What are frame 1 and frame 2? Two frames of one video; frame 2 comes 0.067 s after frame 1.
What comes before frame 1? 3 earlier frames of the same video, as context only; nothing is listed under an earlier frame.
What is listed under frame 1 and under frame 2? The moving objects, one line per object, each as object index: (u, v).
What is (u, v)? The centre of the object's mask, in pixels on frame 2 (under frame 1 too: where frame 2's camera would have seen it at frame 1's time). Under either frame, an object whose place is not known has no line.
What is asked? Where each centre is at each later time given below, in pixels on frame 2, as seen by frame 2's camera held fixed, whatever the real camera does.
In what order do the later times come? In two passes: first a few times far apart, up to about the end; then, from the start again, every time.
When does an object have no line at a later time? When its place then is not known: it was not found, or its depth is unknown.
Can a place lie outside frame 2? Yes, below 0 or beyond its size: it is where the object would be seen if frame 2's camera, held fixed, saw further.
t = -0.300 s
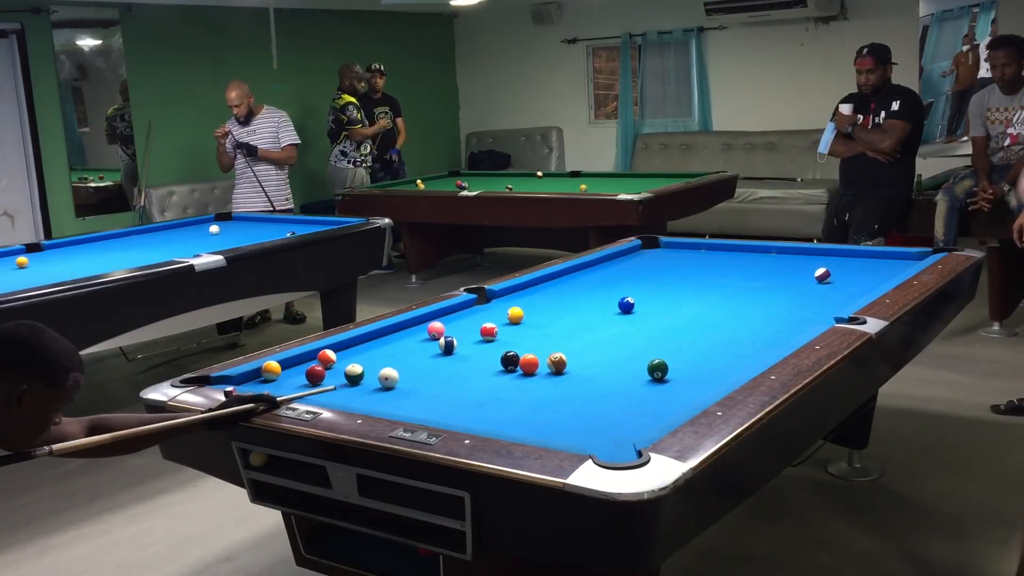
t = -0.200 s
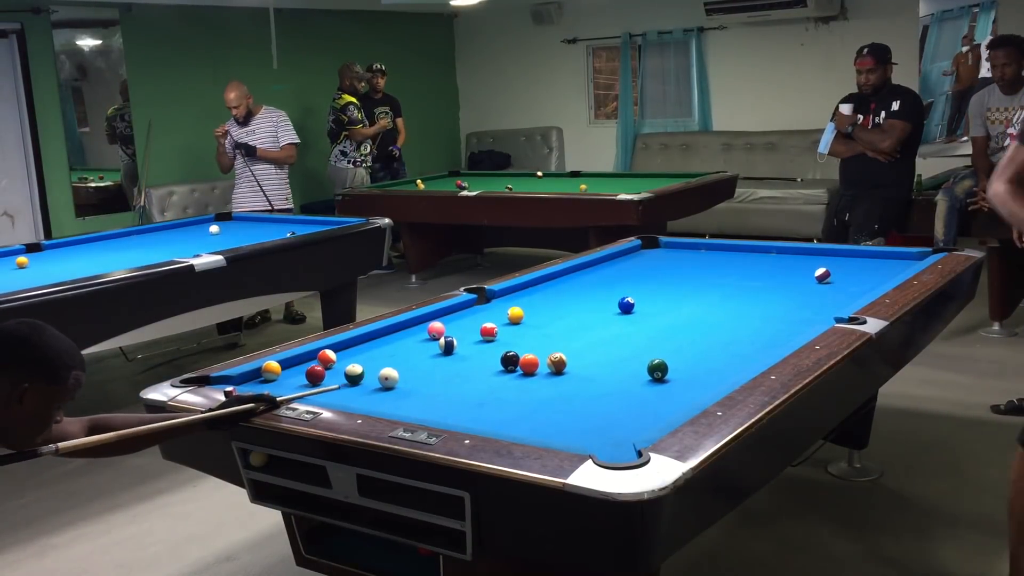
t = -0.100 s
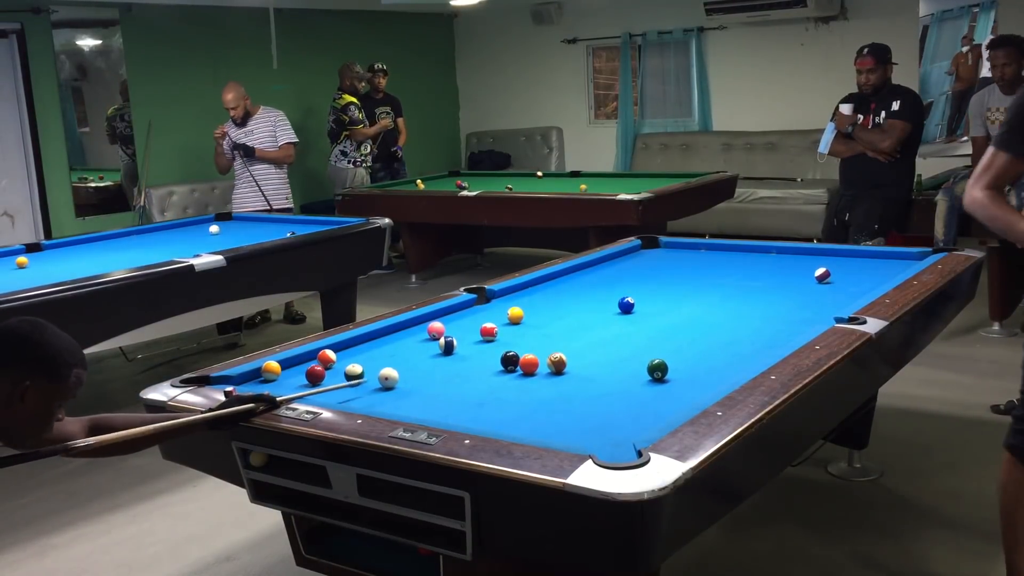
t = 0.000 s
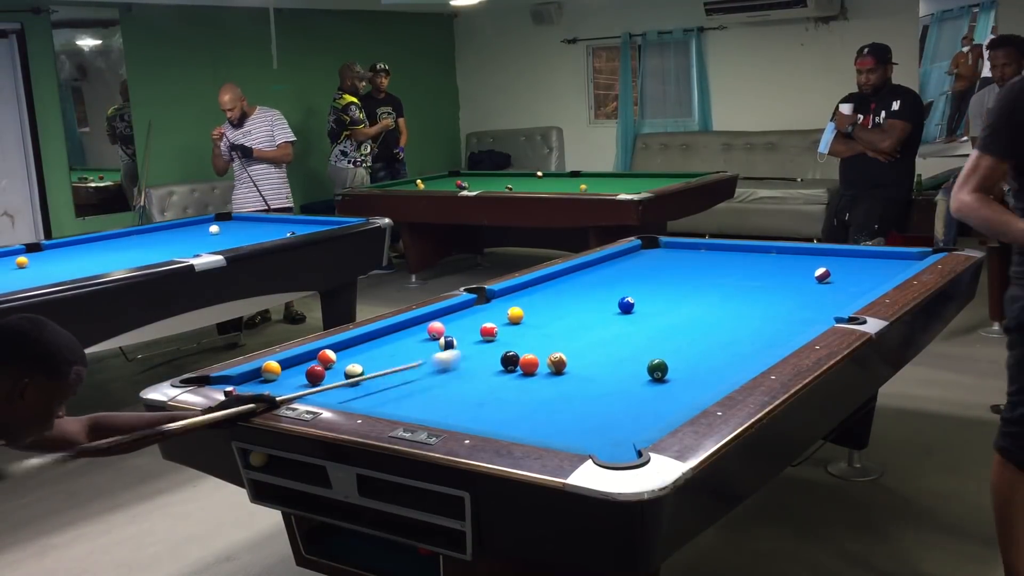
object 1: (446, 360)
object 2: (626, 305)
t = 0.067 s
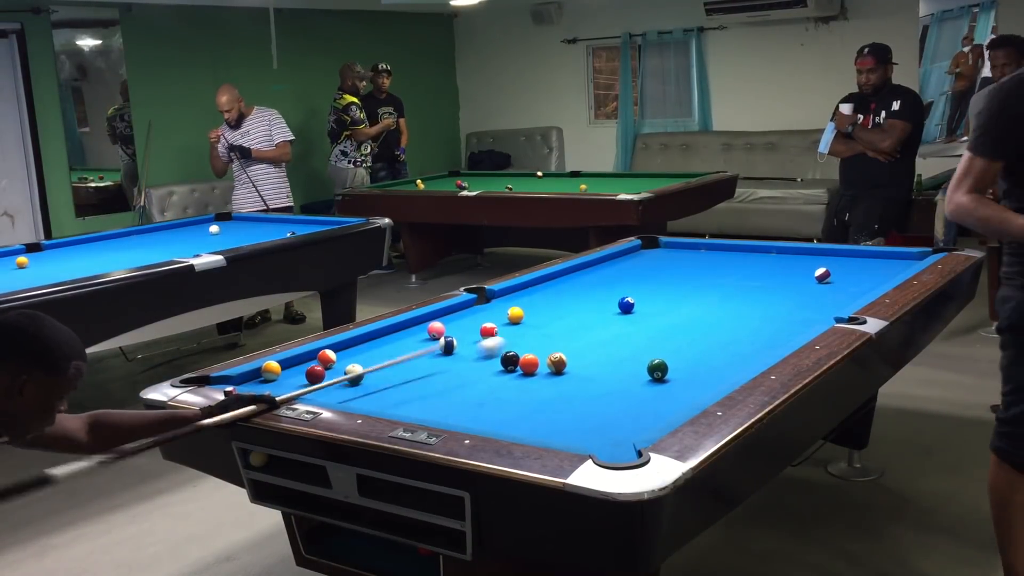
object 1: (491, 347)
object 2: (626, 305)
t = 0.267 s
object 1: (601, 314)
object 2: (626, 305)
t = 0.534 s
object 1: (688, 306)
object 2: (657, 282)
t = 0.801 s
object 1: (770, 298)
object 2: (682, 264)
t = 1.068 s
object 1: (849, 291)
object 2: (703, 248)
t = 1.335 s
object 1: (862, 284)
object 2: (684, 252)
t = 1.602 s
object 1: (846, 278)
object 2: (659, 259)
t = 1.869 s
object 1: (834, 271)
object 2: (631, 266)
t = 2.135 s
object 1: (819, 265)
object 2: (605, 273)
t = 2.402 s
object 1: (808, 262)
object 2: (578, 281)
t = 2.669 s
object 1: (798, 259)
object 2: (549, 288)
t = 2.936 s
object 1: (789, 255)
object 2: (521, 295)
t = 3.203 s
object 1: (780, 252)
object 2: (493, 302)
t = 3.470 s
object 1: (773, 249)
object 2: (464, 311)
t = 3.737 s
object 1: (764, 249)
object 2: (436, 316)
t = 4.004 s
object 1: (756, 250)
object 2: (407, 325)
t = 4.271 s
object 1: (751, 250)
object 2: (390, 332)
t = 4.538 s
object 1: (746, 251)
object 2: (375, 339)
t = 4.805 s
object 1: (743, 251)
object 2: (359, 345)
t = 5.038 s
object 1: (741, 251)
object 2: (347, 351)
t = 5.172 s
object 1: (741, 251)
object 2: (341, 353)
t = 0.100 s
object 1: (511, 340)
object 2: (626, 305)
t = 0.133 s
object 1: (531, 335)
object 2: (626, 305)
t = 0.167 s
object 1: (550, 329)
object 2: (626, 305)
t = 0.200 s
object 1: (567, 324)
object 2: (626, 305)
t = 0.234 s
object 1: (584, 319)
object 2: (626, 305)
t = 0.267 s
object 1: (601, 314)
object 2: (626, 305)
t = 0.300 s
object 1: (616, 309)
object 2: (629, 304)
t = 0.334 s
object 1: (628, 308)
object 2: (632, 297)
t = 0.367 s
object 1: (637, 308)
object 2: (636, 295)
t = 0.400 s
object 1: (647, 308)
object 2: (641, 294)
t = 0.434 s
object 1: (657, 308)
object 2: (645, 291)
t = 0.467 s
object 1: (667, 307)
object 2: (650, 287)
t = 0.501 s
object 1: (677, 306)
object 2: (653, 285)
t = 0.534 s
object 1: (688, 306)
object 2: (657, 282)
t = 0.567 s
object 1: (699, 304)
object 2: (661, 279)
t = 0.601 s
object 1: (709, 304)
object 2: (664, 277)
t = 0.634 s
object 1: (719, 303)
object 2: (667, 274)
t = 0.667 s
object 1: (730, 302)
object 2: (670, 272)
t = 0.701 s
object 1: (740, 301)
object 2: (673, 270)
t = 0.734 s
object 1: (750, 300)
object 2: (676, 268)
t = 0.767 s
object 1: (760, 299)
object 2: (679, 266)
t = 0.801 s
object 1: (770, 298)
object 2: (682, 264)
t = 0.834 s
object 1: (780, 297)
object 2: (685, 262)
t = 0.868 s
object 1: (790, 296)
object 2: (688, 259)
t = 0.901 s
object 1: (800, 296)
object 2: (690, 258)
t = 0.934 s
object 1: (810, 295)
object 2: (693, 255)
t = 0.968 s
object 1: (820, 294)
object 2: (696, 255)
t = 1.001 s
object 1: (830, 293)
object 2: (697, 252)
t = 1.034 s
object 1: (839, 292)
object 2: (700, 251)
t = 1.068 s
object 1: (849, 291)
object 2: (703, 248)
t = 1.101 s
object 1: (858, 290)
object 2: (704, 247)
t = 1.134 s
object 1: (867, 287)
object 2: (703, 247)
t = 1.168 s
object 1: (872, 286)
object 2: (701, 247)
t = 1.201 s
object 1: (870, 285)
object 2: (697, 248)
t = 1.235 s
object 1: (867, 286)
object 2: (693, 250)
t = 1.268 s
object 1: (866, 285)
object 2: (690, 250)
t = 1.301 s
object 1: (864, 285)
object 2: (687, 251)
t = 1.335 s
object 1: (862, 284)
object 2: (684, 252)
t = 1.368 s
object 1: (860, 283)
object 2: (681, 253)
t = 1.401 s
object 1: (858, 282)
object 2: (678, 254)
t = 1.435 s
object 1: (856, 282)
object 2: (675, 255)
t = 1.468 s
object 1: (854, 281)
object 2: (671, 256)
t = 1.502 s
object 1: (852, 280)
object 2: (668, 256)
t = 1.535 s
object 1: (850, 279)
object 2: (664, 257)
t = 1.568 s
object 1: (848, 278)
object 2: (661, 258)
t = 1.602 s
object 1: (846, 278)
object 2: (659, 259)
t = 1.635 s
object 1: (844, 277)
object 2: (655, 260)
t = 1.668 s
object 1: (842, 276)
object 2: (652, 260)
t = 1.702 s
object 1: (841, 276)
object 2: (648, 262)
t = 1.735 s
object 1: (839, 275)
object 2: (645, 262)
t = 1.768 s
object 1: (837, 274)
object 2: (641, 263)
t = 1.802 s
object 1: (836, 273)
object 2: (638, 264)
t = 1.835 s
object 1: (835, 272)
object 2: (634, 265)
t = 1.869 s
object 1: (834, 271)
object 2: (631, 266)
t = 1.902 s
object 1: (833, 270)
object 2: (628, 267)
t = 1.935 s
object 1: (832, 269)
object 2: (625, 268)
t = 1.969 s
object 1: (830, 268)
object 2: (621, 269)
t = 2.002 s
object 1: (827, 266)
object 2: (618, 270)
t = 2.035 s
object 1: (825, 265)
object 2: (615, 270)
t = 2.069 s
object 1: (823, 265)
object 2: (611, 271)
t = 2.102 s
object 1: (821, 265)
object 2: (608, 272)
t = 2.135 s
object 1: (819, 265)
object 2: (605, 273)
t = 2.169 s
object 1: (818, 264)
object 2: (601, 274)
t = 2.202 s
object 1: (816, 264)
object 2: (598, 275)
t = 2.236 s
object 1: (815, 264)
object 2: (594, 276)
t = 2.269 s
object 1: (814, 264)
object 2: (591, 277)
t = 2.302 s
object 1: (813, 264)
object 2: (588, 277)
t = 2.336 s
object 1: (811, 263)
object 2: (584, 278)
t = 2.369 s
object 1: (810, 263)
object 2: (580, 279)
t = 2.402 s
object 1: (808, 262)
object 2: (578, 281)
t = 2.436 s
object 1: (807, 262)
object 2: (574, 281)
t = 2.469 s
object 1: (806, 261)
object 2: (570, 282)
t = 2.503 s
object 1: (804, 261)
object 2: (567, 283)
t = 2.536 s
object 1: (803, 261)
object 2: (563, 284)
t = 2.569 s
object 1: (802, 260)
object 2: (560, 285)
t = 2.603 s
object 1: (800, 259)
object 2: (556, 286)
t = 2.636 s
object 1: (799, 259)
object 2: (553, 286)
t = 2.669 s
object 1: (798, 259)
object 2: (549, 288)
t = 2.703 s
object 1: (797, 258)
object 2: (546, 289)
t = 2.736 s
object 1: (796, 258)
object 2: (542, 289)
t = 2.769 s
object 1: (794, 257)
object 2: (539, 290)
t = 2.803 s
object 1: (793, 257)
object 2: (535, 292)
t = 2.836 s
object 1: (792, 256)
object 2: (532, 292)
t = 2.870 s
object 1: (791, 256)
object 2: (528, 293)
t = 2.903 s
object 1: (790, 255)
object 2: (524, 294)
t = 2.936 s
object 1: (789, 255)
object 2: (521, 295)
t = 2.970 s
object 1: (788, 255)
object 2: (518, 296)
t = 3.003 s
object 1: (787, 254)
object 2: (514, 297)
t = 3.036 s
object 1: (786, 254)
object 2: (511, 298)
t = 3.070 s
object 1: (784, 253)
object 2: (507, 298)
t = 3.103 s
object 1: (784, 253)
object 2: (504, 300)
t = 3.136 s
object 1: (782, 253)
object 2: (500, 301)
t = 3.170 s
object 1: (781, 252)
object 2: (496, 301)
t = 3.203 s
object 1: (780, 252)
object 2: (493, 302)
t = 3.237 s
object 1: (779, 251)
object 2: (489, 303)
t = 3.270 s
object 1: (778, 251)
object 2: (486, 304)
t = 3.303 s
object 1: (777, 251)
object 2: (482, 305)
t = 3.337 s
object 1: (776, 250)
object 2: (479, 306)
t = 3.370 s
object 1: (775, 250)
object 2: (475, 307)
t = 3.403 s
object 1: (774, 249)
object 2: (472, 308)
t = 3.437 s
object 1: (773, 249)
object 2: (468, 309)
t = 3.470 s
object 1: (773, 249)
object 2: (464, 311)
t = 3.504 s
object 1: (771, 249)
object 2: (461, 311)
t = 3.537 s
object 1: (770, 249)
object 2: (457, 312)
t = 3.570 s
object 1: (769, 249)
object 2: (454, 312)
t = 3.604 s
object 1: (768, 249)
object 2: (450, 314)
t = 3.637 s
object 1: (767, 249)
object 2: (446, 315)
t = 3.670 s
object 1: (766, 249)
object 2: (443, 316)
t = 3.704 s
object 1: (765, 249)
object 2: (440, 315)
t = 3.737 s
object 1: (764, 249)
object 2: (436, 316)
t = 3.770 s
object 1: (763, 249)
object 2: (431, 317)
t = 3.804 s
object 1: (762, 250)
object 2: (428, 319)
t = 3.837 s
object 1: (761, 249)
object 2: (425, 320)
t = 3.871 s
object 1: (760, 250)
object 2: (422, 322)
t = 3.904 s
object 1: (759, 250)
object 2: (418, 323)
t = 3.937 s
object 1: (758, 250)
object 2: (415, 323)
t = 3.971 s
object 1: (757, 250)
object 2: (410, 324)
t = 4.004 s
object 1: (756, 250)
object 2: (407, 325)
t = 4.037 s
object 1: (756, 250)
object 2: (404, 326)
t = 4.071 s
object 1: (755, 250)
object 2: (403, 327)
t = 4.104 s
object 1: (754, 250)
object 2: (401, 328)
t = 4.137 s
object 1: (753, 250)
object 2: (398, 329)
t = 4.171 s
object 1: (753, 250)
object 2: (396, 330)
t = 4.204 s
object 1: (752, 250)
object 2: (394, 331)
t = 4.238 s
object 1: (751, 250)
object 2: (392, 331)
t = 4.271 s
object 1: (751, 250)
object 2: (390, 332)
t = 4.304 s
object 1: (750, 250)
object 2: (388, 333)
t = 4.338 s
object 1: (749, 250)
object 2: (386, 334)
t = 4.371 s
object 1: (749, 250)
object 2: (384, 335)
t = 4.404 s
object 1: (748, 250)
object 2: (382, 335)
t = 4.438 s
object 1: (747, 250)
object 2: (380, 336)
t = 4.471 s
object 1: (747, 250)
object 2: (378, 337)
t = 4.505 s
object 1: (746, 250)
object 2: (376, 338)
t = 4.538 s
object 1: (746, 251)
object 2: (375, 339)
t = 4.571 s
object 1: (745, 251)
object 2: (373, 340)
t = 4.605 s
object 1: (745, 251)
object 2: (371, 340)
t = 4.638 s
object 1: (745, 251)
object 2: (369, 341)
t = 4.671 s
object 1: (744, 251)
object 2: (367, 342)
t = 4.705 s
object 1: (744, 251)
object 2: (365, 343)
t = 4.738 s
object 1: (743, 251)
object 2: (363, 344)
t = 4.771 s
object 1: (743, 251)
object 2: (361, 345)
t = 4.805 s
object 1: (743, 251)
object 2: (359, 345)
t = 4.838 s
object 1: (743, 251)
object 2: (358, 346)
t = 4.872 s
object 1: (742, 251)
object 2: (356, 347)
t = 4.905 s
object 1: (742, 251)
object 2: (354, 348)
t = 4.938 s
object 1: (742, 251)
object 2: (352, 348)
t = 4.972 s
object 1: (741, 251)
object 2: (350, 349)
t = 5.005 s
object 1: (741, 251)
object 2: (348, 350)
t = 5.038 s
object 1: (741, 251)
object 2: (347, 351)
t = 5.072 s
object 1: (741, 251)
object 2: (345, 352)
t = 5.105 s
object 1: (741, 251)
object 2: (344, 352)
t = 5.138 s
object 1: (741, 251)
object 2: (342, 353)
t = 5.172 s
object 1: (741, 251)
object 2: (341, 353)
